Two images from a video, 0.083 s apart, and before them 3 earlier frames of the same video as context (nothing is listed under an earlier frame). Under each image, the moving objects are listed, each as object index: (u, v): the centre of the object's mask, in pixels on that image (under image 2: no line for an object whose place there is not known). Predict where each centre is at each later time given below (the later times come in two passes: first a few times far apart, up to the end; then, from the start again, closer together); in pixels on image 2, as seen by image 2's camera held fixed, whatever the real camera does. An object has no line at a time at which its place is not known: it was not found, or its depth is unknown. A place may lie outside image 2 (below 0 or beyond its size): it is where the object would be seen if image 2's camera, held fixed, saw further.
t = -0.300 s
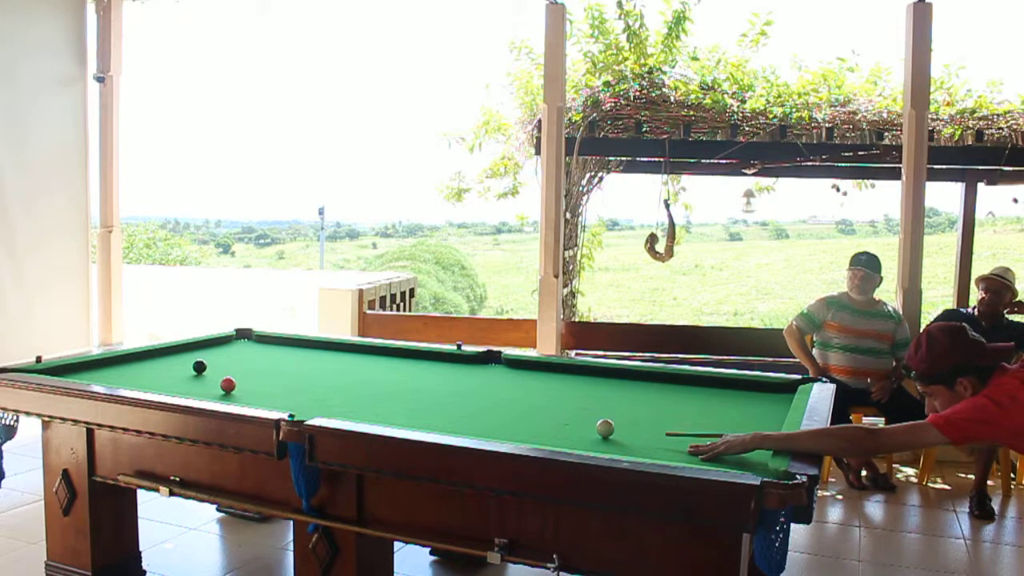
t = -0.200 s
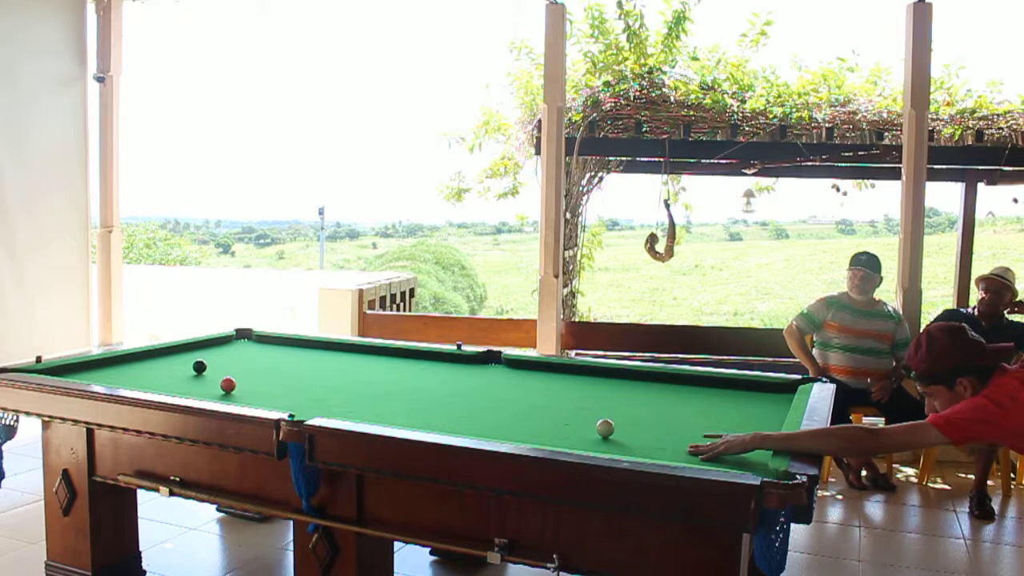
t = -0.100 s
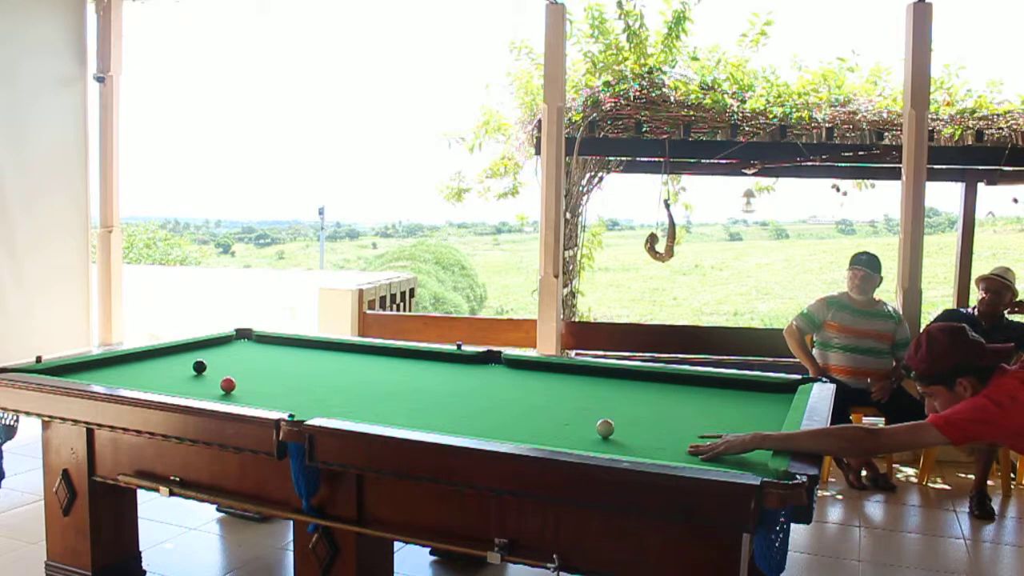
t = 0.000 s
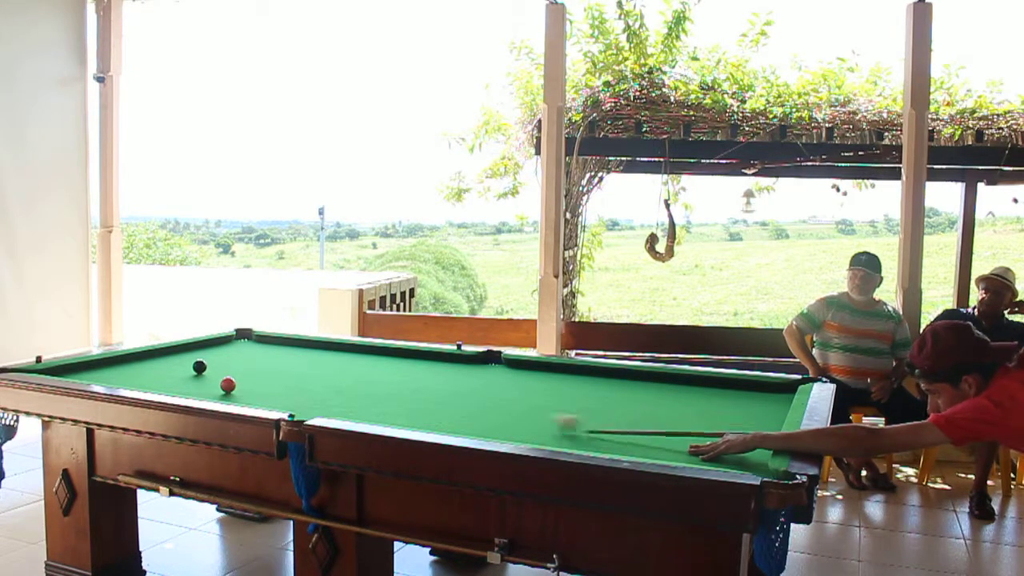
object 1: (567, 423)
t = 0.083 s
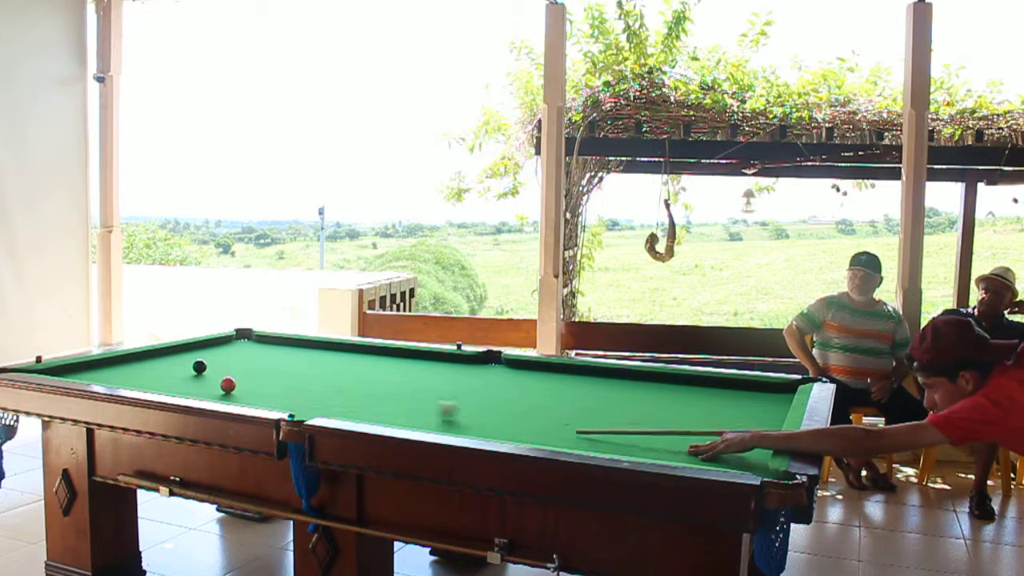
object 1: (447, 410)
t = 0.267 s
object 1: (244, 385)
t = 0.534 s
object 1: (268, 369)
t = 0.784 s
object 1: (297, 360)
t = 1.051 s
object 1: (325, 352)
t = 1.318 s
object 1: (342, 346)
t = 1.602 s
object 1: (321, 350)
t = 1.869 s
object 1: (303, 355)
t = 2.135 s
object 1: (284, 360)
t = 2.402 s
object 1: (266, 364)
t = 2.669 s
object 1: (247, 368)
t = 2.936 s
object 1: (228, 373)
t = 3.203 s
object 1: (211, 377)
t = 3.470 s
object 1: (194, 381)
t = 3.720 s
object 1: (179, 384)
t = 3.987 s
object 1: (164, 386)
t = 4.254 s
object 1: (151, 387)
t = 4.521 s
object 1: (151, 387)
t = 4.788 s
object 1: (157, 386)
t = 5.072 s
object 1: (163, 386)
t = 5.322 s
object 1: (166, 386)
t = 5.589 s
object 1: (167, 386)
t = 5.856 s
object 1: (167, 386)
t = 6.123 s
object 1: (167, 386)
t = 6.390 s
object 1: (167, 386)
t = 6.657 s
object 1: (167, 386)
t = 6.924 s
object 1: (167, 386)
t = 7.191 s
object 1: (167, 386)
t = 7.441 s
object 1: (167, 386)
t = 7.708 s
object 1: (167, 386)
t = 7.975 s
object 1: (167, 386)
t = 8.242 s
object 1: (167, 386)
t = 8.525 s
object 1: (167, 386)
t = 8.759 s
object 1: (167, 386)
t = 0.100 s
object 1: (426, 406)
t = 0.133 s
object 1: (385, 401)
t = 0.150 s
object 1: (366, 399)
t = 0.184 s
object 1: (328, 396)
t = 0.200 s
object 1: (310, 393)
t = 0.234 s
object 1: (276, 388)
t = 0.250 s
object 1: (261, 386)
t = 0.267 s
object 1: (244, 385)
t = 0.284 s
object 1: (244, 384)
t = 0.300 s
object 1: (245, 383)
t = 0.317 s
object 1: (246, 381)
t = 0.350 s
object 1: (249, 379)
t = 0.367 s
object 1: (250, 378)
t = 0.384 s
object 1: (252, 377)
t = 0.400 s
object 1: (254, 376)
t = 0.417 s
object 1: (255, 375)
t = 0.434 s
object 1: (257, 374)
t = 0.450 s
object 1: (258, 373)
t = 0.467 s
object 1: (260, 372)
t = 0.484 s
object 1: (262, 371)
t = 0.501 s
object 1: (264, 371)
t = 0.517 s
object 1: (266, 370)
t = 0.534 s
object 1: (268, 369)
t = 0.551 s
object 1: (270, 369)
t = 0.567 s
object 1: (272, 368)
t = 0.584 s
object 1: (274, 367)
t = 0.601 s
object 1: (276, 367)
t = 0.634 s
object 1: (280, 366)
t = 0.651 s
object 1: (282, 365)
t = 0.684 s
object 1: (286, 364)
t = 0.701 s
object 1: (288, 363)
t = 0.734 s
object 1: (292, 361)
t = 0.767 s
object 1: (295, 361)
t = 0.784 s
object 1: (297, 360)
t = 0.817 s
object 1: (301, 359)
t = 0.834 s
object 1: (302, 358)
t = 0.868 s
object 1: (306, 357)
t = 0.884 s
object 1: (308, 357)
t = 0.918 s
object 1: (312, 355)
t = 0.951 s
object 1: (315, 355)
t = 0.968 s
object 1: (317, 354)
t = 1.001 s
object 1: (320, 353)
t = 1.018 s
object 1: (322, 352)
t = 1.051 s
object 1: (325, 352)
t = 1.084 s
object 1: (328, 351)
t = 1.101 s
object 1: (329, 350)
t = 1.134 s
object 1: (332, 349)
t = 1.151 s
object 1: (334, 349)
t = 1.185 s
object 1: (337, 348)
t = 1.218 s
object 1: (340, 347)
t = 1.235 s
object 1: (340, 347)
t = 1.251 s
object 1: (342, 346)
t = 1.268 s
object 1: (344, 346)
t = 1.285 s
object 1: (344, 346)
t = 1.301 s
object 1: (343, 346)
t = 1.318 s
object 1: (342, 346)
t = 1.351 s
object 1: (339, 347)
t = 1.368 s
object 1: (338, 347)
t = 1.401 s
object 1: (336, 347)
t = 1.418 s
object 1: (334, 347)
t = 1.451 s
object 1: (332, 348)
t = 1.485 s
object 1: (330, 348)
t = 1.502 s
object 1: (329, 349)
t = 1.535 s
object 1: (326, 349)
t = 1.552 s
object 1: (325, 350)
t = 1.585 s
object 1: (323, 350)
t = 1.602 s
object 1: (321, 350)
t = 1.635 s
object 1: (319, 351)
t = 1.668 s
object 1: (317, 351)
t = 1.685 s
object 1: (315, 352)
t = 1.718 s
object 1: (313, 353)
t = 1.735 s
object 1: (312, 353)
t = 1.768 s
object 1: (309, 354)
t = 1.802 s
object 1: (307, 354)
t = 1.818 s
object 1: (306, 355)
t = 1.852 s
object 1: (304, 355)
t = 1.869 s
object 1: (303, 355)
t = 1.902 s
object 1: (300, 356)
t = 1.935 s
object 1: (297, 357)
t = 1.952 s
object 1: (296, 357)
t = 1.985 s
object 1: (294, 358)
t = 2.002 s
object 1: (293, 358)
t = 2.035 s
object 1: (291, 358)
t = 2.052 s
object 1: (289, 359)
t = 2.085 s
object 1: (287, 359)
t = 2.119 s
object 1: (285, 359)
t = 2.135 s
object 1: (284, 360)
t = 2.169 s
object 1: (282, 361)
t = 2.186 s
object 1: (280, 361)
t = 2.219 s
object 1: (278, 362)
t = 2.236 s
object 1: (277, 362)
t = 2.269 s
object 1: (275, 362)
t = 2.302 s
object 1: (272, 363)
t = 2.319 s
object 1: (271, 363)
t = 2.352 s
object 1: (269, 363)
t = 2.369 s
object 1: (268, 364)
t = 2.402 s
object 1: (266, 364)
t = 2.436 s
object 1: (264, 365)
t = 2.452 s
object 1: (263, 365)
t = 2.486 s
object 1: (260, 365)
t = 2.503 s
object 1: (259, 366)
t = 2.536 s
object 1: (256, 366)
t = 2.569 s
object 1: (254, 367)
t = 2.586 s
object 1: (253, 368)
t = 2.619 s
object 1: (250, 368)
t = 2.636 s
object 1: (249, 368)
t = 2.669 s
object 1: (247, 368)
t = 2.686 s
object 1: (246, 369)
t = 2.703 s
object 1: (244, 369)
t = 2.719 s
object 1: (243, 369)
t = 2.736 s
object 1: (242, 369)
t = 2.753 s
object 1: (241, 370)
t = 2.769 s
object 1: (240, 370)
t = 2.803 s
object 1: (237, 371)
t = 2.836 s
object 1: (235, 371)
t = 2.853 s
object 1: (234, 371)
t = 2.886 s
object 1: (232, 372)
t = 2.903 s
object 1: (231, 372)
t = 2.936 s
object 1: (228, 373)
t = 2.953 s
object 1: (227, 373)
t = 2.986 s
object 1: (225, 374)
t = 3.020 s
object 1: (223, 374)
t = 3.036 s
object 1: (221, 374)
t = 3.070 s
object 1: (219, 375)
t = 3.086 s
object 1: (218, 375)
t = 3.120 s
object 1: (216, 376)
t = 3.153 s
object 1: (214, 376)
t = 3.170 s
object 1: (213, 376)
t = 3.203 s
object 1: (211, 377)
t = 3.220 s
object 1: (210, 378)
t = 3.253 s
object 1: (208, 378)
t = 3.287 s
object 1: (206, 378)
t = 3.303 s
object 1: (204, 378)
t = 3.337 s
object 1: (202, 379)
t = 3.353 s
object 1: (202, 379)
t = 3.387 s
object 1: (199, 380)
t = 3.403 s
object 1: (198, 380)
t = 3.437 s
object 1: (196, 380)
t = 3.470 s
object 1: (194, 381)
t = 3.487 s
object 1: (193, 381)
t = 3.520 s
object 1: (191, 381)
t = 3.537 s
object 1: (190, 382)
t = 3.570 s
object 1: (188, 382)
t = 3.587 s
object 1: (187, 382)
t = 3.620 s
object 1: (185, 383)
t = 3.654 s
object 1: (183, 383)
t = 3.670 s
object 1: (182, 384)
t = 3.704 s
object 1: (180, 384)
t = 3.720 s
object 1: (179, 384)
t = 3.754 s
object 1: (177, 385)
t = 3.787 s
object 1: (175, 385)
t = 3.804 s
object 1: (174, 385)
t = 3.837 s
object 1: (173, 385)
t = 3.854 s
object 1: (171, 385)
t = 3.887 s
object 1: (170, 386)
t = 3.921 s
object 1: (168, 386)
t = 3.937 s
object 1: (167, 386)
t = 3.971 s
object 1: (165, 386)
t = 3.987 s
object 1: (164, 386)
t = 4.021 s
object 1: (163, 386)
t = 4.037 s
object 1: (161, 386)
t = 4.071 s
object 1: (160, 386)
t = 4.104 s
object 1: (159, 386)
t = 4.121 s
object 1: (159, 386)
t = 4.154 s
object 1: (156, 386)
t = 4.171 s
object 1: (155, 386)
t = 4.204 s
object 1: (153, 386)
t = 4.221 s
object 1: (152, 387)
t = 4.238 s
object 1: (152, 387)
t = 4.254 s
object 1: (151, 387)
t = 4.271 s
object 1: (150, 387)
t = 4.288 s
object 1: (149, 386)
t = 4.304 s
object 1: (149, 387)
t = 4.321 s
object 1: (149, 387)
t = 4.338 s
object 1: (149, 387)
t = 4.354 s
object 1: (149, 387)
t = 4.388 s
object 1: (149, 387)
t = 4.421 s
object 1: (150, 387)
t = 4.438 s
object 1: (150, 387)
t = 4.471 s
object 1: (151, 387)
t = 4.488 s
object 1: (151, 387)
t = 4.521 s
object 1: (151, 387)
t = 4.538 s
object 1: (152, 387)
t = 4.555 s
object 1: (152, 387)
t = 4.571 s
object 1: (153, 387)
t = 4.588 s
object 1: (154, 386)
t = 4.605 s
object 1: (154, 386)
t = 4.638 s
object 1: (153, 386)
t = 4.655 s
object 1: (153, 386)
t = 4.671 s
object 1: (153, 386)
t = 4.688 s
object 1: (155, 386)
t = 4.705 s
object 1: (155, 386)
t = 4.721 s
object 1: (156, 386)
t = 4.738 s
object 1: (156, 386)
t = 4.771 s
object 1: (157, 386)
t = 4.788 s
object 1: (157, 386)
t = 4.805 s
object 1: (157, 386)
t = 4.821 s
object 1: (158, 386)
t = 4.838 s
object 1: (158, 386)
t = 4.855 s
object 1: (159, 386)
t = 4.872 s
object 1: (159, 386)
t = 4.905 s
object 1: (159, 386)
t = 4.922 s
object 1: (159, 386)
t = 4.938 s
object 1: (159, 386)
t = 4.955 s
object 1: (160, 386)
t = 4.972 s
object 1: (161, 386)
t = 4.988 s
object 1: (161, 386)
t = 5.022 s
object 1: (162, 386)
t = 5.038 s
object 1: (162, 386)
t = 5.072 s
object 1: (163, 386)
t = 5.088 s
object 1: (163, 386)
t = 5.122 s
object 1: (163, 386)
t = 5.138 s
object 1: (164, 386)
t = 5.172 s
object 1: (164, 386)
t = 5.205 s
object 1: (164, 386)
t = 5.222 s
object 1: (164, 386)
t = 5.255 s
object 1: (165, 386)
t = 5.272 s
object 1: (165, 386)
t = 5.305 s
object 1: (166, 386)
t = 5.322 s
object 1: (166, 386)
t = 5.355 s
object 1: (166, 386)
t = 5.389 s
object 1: (166, 386)
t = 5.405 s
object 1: (166, 386)
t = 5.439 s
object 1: (166, 386)
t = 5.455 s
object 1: (166, 386)
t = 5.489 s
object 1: (166, 386)
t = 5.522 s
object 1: (166, 386)
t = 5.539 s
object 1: (166, 386)
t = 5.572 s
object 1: (167, 386)
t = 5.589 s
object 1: (167, 386)
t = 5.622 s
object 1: (167, 386)
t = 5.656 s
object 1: (167, 386)
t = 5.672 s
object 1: (167, 386)
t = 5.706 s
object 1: (167, 386)
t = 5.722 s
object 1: (167, 386)
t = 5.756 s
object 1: (167, 386)
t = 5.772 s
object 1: (167, 386)
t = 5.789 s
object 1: (167, 386)
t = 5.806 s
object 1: (167, 386)
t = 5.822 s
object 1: (167, 386)
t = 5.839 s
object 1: (167, 386)
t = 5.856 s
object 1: (167, 386)
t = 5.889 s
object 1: (167, 386)
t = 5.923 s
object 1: (167, 386)
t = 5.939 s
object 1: (167, 386)
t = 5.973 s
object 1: (167, 386)
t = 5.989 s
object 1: (167, 386)
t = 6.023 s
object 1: (167, 386)
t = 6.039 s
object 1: (167, 386)
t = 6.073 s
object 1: (167, 386)
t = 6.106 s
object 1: (167, 386)
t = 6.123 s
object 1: (167, 386)
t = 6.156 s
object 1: (167, 386)
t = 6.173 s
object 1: (167, 386)
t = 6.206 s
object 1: (167, 386)
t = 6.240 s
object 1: (167, 386)
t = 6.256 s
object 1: (167, 386)
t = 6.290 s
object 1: (167, 386)
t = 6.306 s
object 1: (167, 386)
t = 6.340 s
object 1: (167, 386)
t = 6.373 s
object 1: (167, 386)
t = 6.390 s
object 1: (167, 386)
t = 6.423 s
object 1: (167, 386)
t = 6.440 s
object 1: (167, 386)
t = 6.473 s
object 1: (167, 386)
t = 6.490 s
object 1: (167, 386)
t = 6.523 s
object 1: (167, 386)
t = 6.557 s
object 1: (167, 386)
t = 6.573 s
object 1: (167, 386)
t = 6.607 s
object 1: (167, 386)
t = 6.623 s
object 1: (167, 386)
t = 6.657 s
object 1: (167, 386)
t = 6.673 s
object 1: (167, 386)
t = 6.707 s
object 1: (167, 386)
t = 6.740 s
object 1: (167, 386)
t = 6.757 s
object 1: (167, 386)
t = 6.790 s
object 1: (167, 386)
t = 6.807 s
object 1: (167, 386)
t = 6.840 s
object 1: (167, 386)
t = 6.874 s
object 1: (167, 386)
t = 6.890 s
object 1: (167, 386)
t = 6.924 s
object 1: (167, 386)
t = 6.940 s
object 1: (167, 386)
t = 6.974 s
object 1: (167, 386)
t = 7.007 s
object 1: (167, 386)
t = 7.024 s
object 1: (167, 386)
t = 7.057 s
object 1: (167, 386)
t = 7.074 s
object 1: (167, 386)
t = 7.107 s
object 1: (167, 386)
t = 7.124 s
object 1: (167, 386)
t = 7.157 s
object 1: (167, 386)
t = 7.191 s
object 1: (167, 386)
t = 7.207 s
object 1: (167, 386)
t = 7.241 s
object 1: (167, 386)
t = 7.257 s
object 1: (167, 386)
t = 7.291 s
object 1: (167, 386)
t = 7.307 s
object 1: (167, 386)
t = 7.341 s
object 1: (167, 386)
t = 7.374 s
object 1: (167, 386)
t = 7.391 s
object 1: (167, 386)
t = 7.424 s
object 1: (167, 386)
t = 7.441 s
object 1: (167, 386)
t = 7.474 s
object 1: (167, 386)
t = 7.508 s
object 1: (167, 386)
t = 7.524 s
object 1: (167, 386)
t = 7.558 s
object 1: (167, 386)
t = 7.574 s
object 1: (167, 386)
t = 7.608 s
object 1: (167, 386)
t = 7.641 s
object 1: (167, 386)
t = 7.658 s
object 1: (167, 386)
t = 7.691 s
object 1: (167, 386)
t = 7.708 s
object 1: (167, 386)
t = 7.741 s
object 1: (167, 386)
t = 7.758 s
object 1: (167, 386)
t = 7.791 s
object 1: (167, 386)
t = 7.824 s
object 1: (167, 386)
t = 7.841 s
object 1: (167, 386)
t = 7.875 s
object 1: (167, 386)
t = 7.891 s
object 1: (167, 386)
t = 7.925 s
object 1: (167, 386)
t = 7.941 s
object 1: (167, 386)
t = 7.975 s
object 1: (167, 386)
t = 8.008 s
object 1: (167, 386)
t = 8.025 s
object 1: (167, 386)
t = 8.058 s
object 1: (167, 386)
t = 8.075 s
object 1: (167, 386)
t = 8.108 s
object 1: (167, 386)
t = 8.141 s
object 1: (167, 386)
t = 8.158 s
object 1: (167, 386)
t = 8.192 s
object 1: (167, 386)
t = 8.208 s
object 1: (167, 386)
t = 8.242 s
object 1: (167, 386)
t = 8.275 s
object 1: (167, 386)
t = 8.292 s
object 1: (167, 386)
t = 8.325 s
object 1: (167, 386)
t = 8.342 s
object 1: (167, 386)
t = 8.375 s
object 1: (167, 386)
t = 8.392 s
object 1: (167, 386)
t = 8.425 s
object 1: (167, 386)
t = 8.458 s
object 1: (167, 386)
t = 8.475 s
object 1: (167, 386)
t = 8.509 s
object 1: (167, 386)
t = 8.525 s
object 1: (167, 386)
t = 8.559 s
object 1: (167, 386)
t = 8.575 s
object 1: (167, 386)
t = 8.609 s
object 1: (167, 386)
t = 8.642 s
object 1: (167, 386)
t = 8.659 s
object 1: (167, 386)
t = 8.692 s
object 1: (167, 386)
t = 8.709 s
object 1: (167, 386)
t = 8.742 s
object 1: (167, 386)
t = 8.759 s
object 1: (167, 386)
